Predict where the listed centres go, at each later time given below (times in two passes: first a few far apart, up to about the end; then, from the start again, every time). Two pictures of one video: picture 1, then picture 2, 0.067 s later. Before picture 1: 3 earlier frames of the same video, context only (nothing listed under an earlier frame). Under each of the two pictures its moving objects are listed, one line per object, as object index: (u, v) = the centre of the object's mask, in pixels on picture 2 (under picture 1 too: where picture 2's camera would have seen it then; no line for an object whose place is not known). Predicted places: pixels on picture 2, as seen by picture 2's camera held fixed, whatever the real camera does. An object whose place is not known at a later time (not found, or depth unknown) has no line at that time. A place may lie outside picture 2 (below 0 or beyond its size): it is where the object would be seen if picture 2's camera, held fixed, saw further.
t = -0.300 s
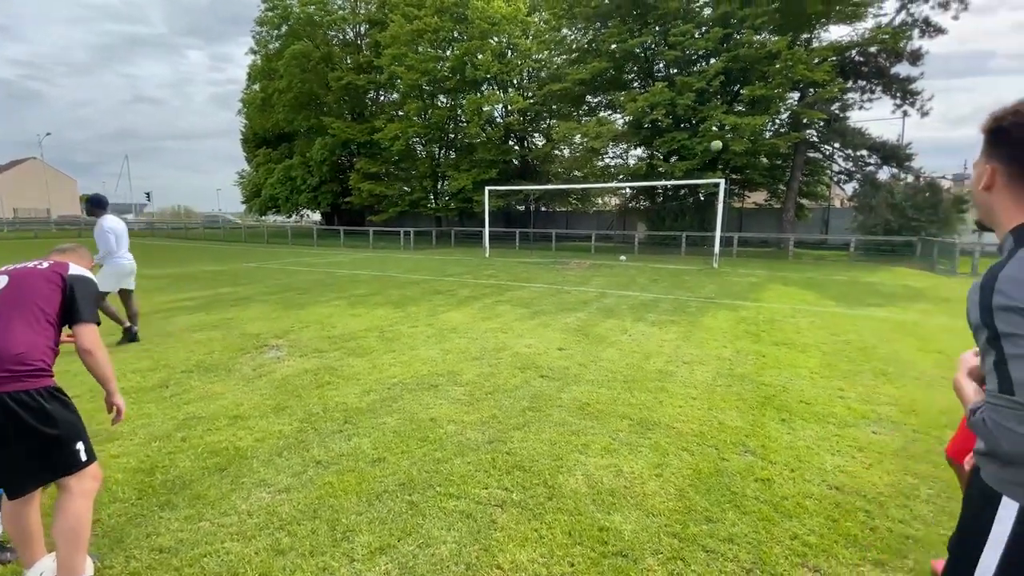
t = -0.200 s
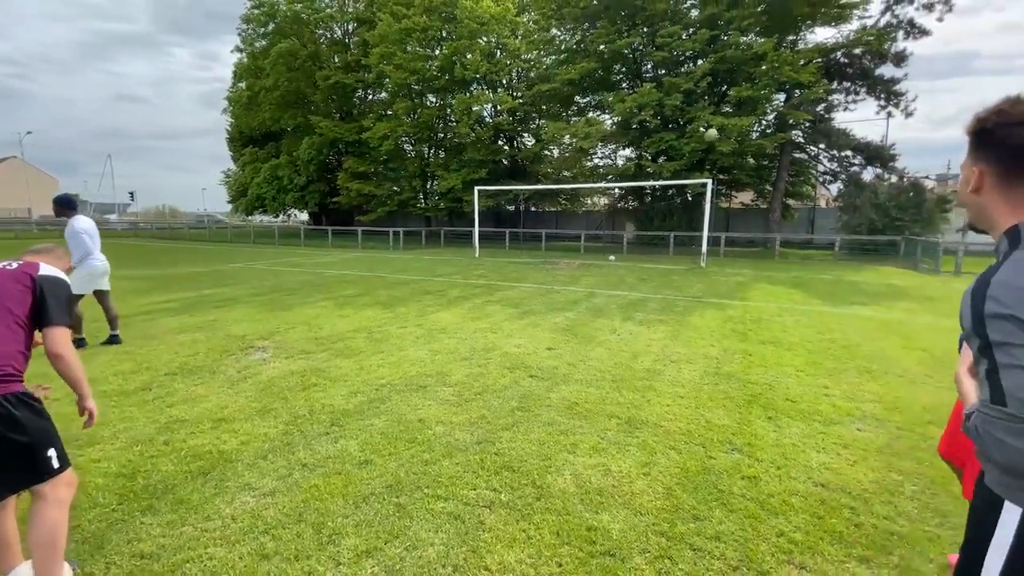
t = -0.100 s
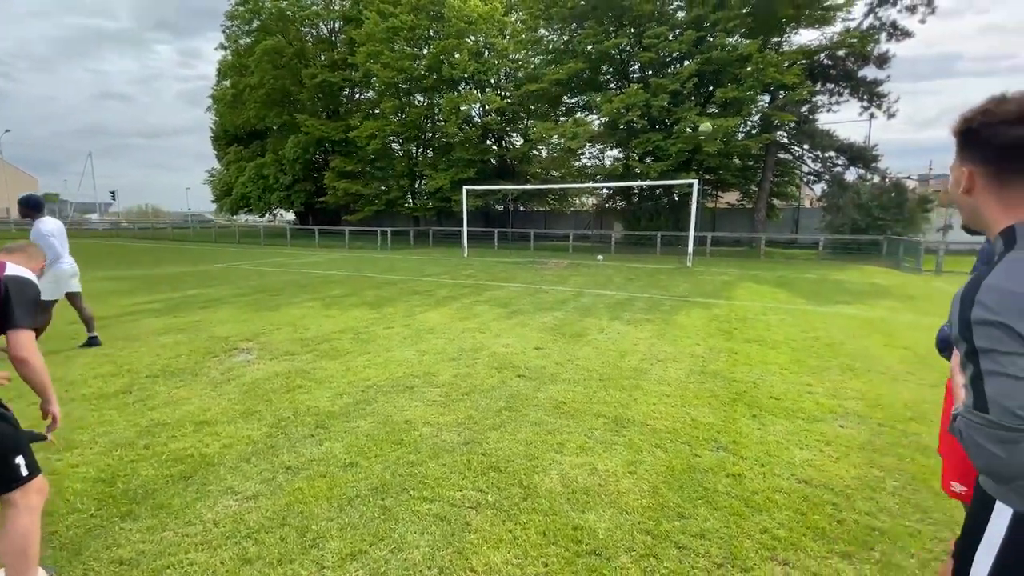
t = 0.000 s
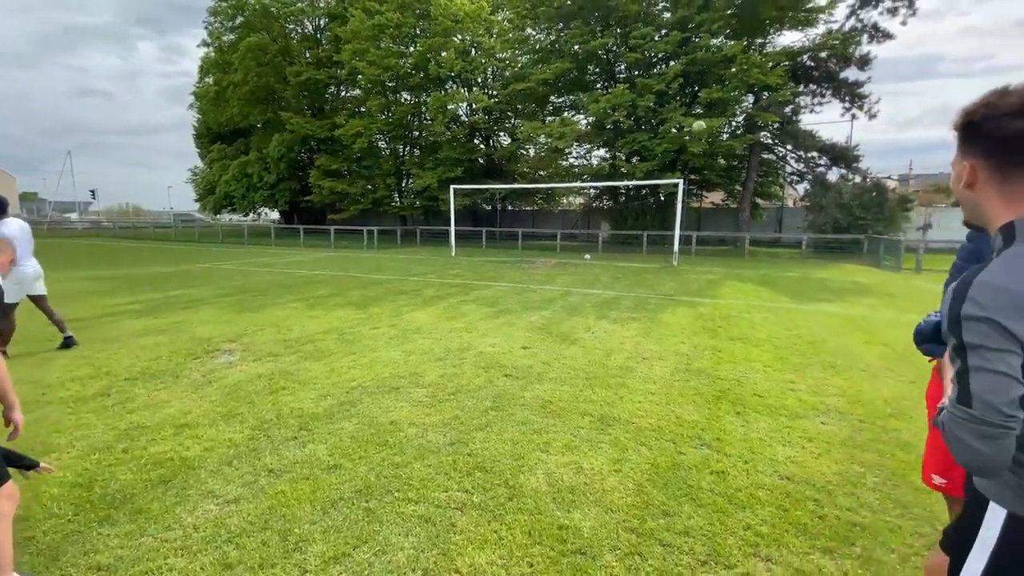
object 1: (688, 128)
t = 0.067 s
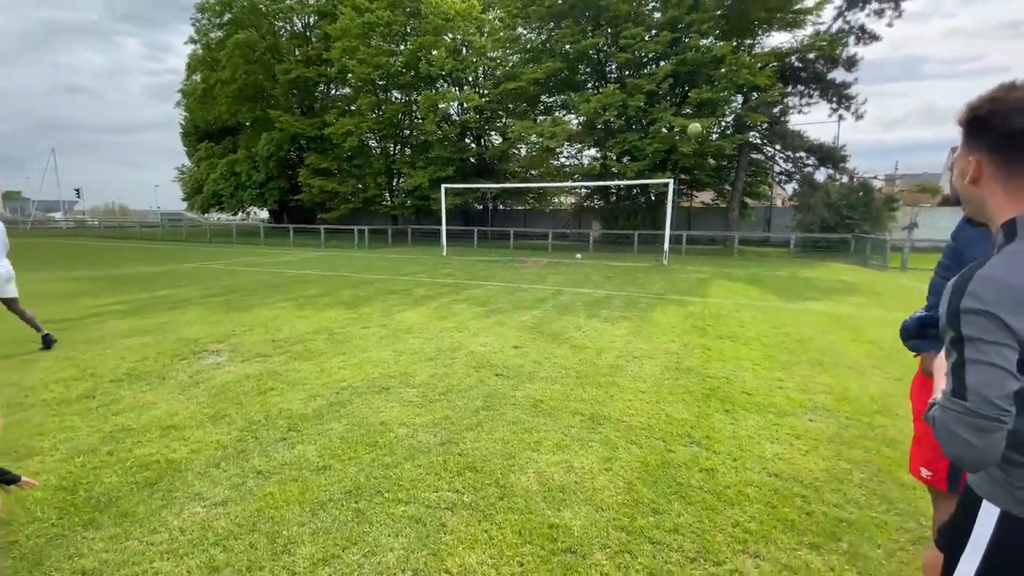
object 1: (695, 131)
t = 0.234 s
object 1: (709, 150)
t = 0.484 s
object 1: (736, 226)
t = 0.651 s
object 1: (756, 318)
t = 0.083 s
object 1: (695, 132)
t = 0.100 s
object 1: (697, 133)
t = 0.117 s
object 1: (698, 133)
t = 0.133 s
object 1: (700, 135)
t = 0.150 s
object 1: (702, 135)
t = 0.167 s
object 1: (703, 137)
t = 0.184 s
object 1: (704, 140)
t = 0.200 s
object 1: (706, 144)
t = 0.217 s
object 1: (708, 147)
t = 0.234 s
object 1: (709, 150)
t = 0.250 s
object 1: (711, 153)
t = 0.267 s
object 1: (713, 157)
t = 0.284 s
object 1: (714, 160)
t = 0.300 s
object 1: (716, 163)
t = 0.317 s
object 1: (718, 167)
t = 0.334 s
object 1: (719, 173)
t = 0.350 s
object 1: (721, 178)
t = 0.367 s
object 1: (723, 183)
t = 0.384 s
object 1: (725, 188)
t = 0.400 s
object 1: (726, 194)
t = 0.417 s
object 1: (728, 200)
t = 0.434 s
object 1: (730, 205)
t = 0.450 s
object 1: (732, 212)
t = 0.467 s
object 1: (734, 218)
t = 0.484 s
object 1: (736, 226)
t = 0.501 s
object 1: (737, 233)
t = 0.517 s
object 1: (739, 240)
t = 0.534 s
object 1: (741, 249)
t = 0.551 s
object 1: (744, 258)
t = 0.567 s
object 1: (745, 267)
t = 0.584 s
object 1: (747, 277)
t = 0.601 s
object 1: (749, 287)
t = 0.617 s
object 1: (751, 297)
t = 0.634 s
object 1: (754, 308)
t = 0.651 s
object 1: (756, 318)
